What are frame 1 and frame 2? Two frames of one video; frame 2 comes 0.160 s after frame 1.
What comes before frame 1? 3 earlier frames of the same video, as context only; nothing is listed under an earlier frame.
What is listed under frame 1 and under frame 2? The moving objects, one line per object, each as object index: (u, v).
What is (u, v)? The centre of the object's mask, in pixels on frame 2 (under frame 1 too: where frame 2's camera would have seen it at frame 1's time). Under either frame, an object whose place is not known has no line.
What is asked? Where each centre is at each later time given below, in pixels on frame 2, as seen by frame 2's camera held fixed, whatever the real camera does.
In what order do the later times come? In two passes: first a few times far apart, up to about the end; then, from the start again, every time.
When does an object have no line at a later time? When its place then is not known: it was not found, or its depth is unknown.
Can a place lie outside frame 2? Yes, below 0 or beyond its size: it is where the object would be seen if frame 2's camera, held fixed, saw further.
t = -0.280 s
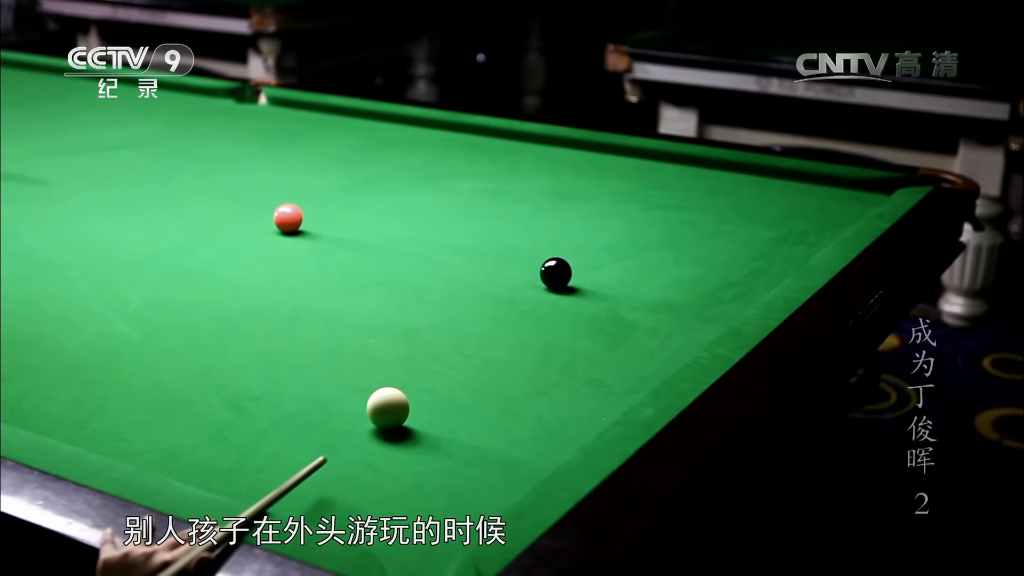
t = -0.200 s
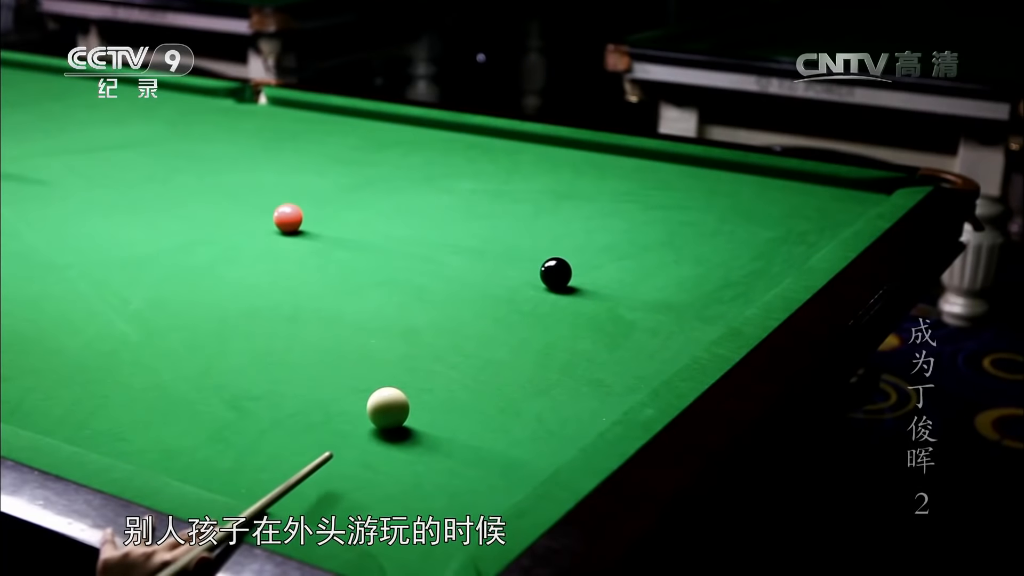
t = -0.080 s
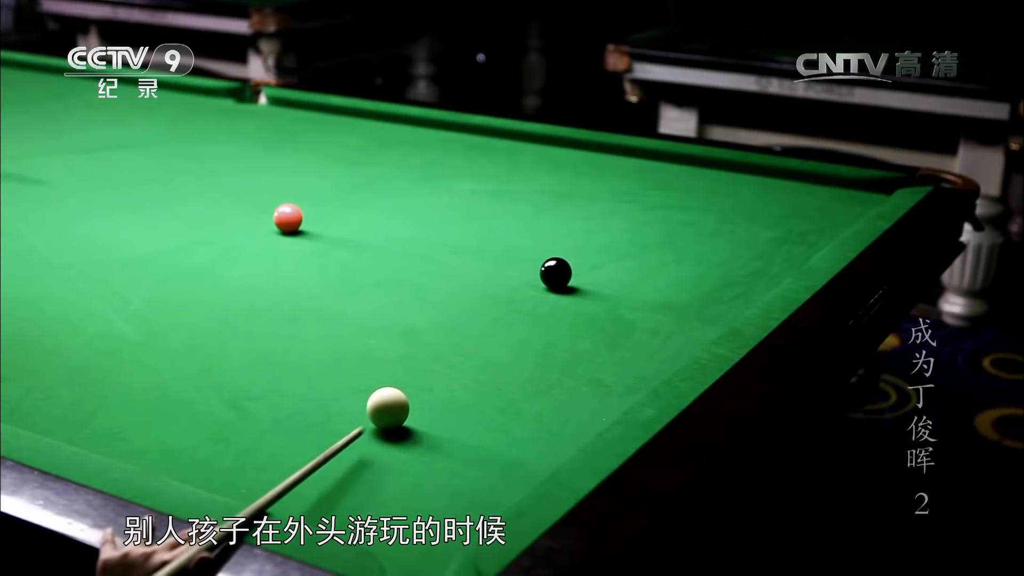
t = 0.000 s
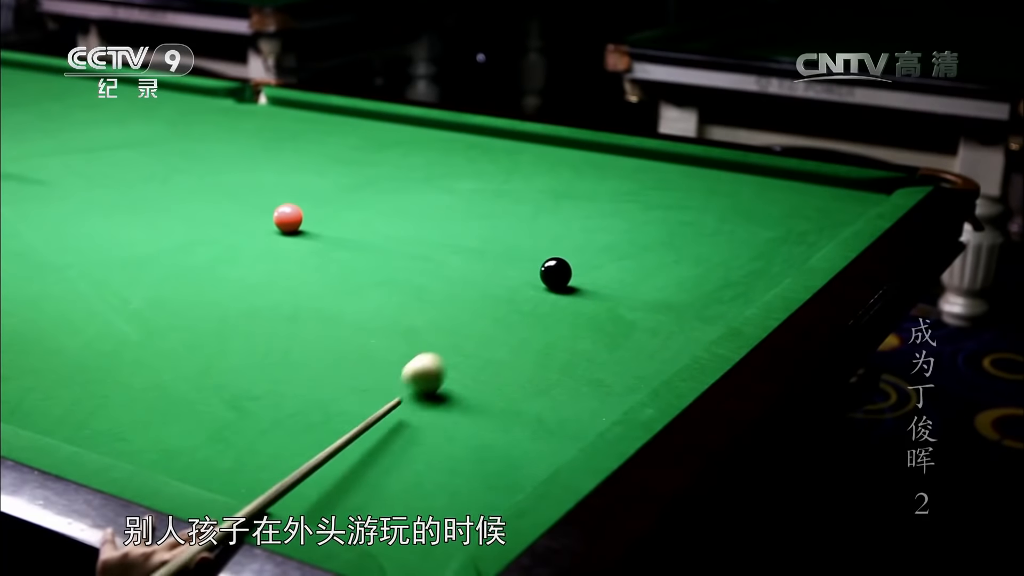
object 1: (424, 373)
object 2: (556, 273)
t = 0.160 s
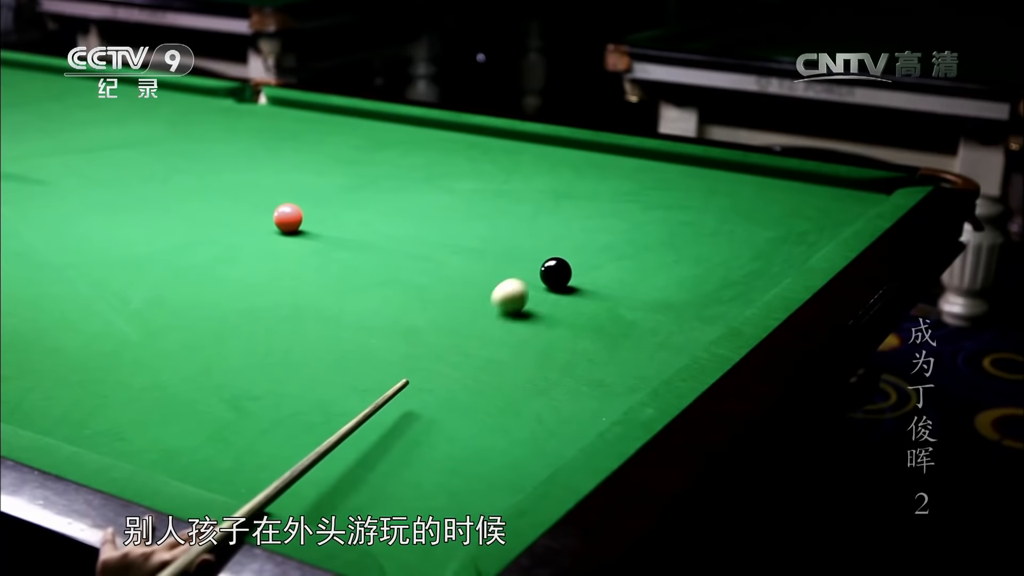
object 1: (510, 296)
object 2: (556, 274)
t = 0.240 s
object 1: (520, 274)
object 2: (573, 268)
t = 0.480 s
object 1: (472, 241)
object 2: (681, 240)
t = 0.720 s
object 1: (435, 213)
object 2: (764, 218)
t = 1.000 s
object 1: (399, 186)
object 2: (846, 198)
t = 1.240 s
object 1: (373, 167)
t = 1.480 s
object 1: (351, 150)
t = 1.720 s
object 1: (332, 135)
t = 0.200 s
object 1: (525, 282)
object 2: (556, 273)
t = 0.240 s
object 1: (520, 274)
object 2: (573, 268)
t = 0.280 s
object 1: (510, 268)
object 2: (596, 262)
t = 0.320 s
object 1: (501, 262)
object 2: (617, 257)
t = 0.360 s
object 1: (494, 257)
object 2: (635, 252)
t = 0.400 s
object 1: (487, 251)
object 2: (651, 248)
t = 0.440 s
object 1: (479, 246)
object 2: (666, 244)
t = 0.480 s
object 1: (472, 241)
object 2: (681, 240)
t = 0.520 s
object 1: (466, 236)
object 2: (696, 236)
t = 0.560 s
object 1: (459, 231)
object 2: (710, 233)
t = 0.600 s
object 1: (453, 227)
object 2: (724, 229)
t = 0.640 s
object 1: (447, 222)
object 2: (738, 225)
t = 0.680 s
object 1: (441, 218)
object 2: (751, 221)
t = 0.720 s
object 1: (435, 213)
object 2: (764, 218)
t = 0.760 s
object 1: (429, 209)
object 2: (776, 215)
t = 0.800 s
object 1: (424, 205)
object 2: (788, 212)
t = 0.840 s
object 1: (419, 201)
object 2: (800, 208)
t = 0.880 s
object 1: (414, 197)
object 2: (812, 205)
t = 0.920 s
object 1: (409, 194)
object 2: (823, 202)
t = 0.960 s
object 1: (404, 190)
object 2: (834, 200)
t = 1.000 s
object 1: (399, 186)
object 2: (846, 198)
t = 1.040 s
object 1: (394, 183)
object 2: (856, 195)
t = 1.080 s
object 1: (390, 180)
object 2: (866, 193)
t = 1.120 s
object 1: (386, 176)
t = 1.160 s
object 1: (382, 173)
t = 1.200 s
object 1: (378, 170)
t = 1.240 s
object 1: (373, 167)
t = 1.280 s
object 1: (370, 164)
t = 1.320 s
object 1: (366, 161)
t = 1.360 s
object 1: (362, 158)
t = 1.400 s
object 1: (358, 155)
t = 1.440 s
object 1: (355, 153)
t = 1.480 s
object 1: (351, 150)
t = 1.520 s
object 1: (348, 147)
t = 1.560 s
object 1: (345, 145)
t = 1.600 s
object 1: (341, 142)
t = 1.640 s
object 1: (338, 140)
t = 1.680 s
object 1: (335, 138)
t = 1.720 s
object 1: (332, 135)
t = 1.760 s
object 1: (329, 133)
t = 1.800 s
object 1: (327, 131)
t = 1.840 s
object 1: (324, 129)
